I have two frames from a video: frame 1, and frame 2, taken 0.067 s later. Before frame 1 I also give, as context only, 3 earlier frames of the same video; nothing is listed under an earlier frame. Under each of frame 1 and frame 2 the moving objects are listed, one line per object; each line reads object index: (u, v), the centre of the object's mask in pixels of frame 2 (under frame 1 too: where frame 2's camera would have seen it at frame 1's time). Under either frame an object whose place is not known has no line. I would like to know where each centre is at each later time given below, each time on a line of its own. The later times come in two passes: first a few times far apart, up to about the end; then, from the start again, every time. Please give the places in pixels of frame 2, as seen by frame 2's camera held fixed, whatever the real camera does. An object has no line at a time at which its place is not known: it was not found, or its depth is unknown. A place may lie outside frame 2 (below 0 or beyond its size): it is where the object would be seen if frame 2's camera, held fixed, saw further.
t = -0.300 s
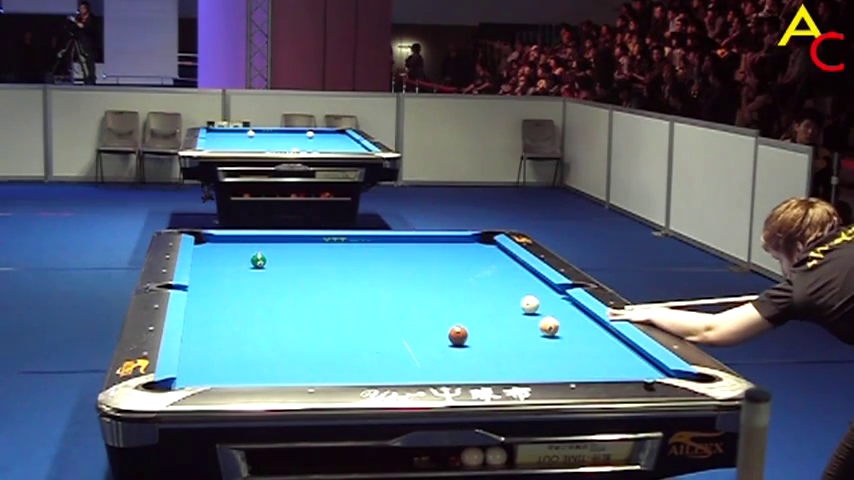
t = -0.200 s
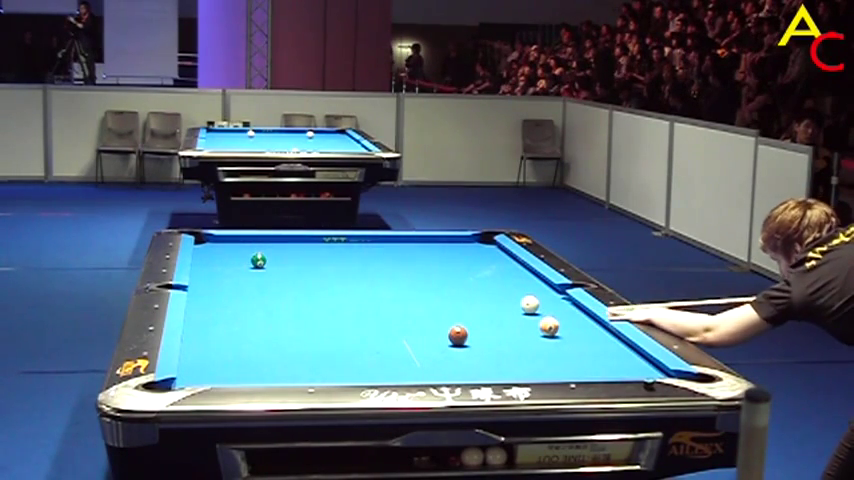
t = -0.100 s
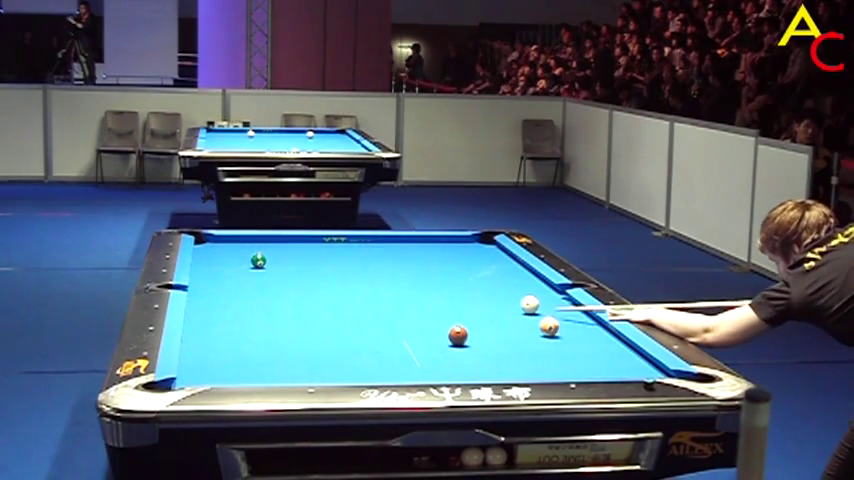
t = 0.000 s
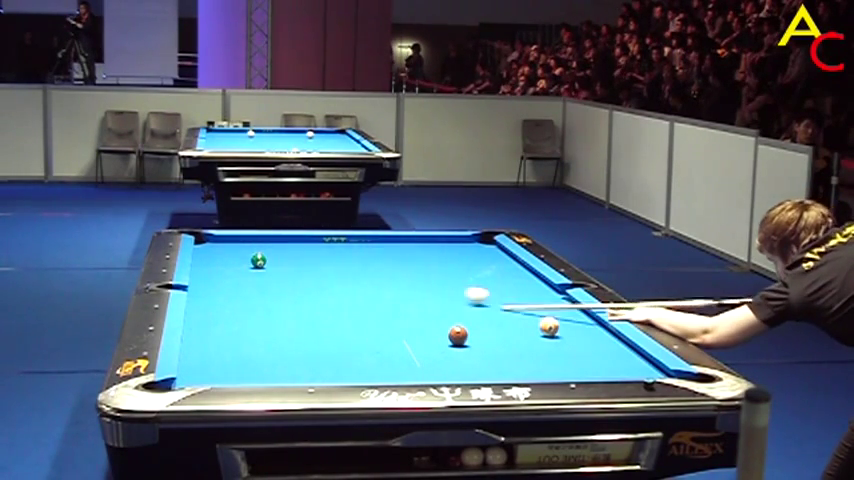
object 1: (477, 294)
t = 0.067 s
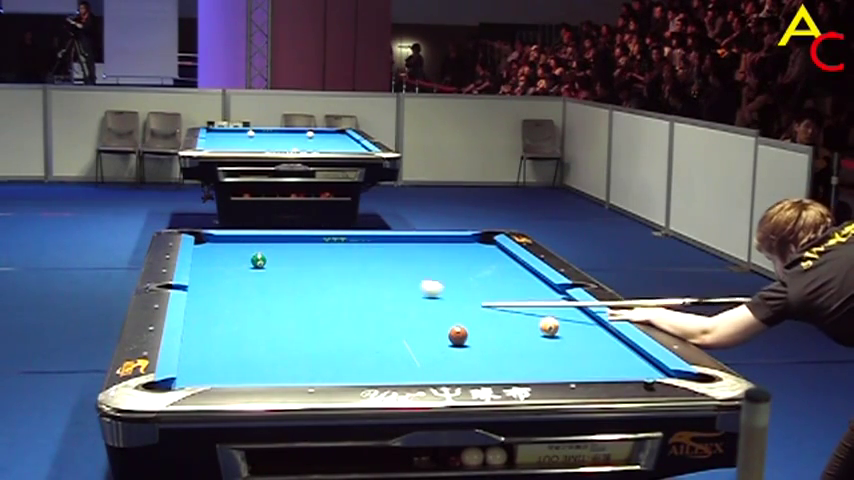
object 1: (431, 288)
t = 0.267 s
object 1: (320, 270)
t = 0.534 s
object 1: (242, 263)
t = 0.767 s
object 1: (203, 263)
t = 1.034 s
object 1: (219, 266)
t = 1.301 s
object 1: (243, 269)
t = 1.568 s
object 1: (265, 272)
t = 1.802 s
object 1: (285, 274)
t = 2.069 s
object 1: (305, 276)
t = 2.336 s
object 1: (326, 279)
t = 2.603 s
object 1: (344, 281)
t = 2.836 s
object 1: (360, 282)
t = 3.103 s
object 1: (377, 284)
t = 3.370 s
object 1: (393, 286)
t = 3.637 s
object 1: (408, 288)
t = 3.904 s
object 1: (421, 289)
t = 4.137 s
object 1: (432, 290)
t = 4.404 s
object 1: (443, 291)
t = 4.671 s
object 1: (453, 292)
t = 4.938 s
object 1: (461, 293)
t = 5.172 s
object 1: (467, 293)
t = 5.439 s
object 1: (472, 294)
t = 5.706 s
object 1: (477, 294)
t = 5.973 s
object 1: (479, 294)
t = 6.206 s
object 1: (480, 294)
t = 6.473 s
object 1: (480, 294)
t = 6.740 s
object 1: (480, 294)
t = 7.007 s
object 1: (480, 294)
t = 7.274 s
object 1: (480, 294)
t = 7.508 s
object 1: (480, 294)
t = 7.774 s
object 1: (480, 294)
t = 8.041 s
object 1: (480, 294)
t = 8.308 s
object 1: (480, 294)
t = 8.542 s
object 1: (480, 294)
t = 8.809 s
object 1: (480, 294)
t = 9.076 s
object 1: (480, 294)
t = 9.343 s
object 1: (480, 294)
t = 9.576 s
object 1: (480, 294)
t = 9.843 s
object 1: (480, 294)
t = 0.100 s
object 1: (410, 284)
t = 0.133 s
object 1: (389, 281)
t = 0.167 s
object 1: (371, 278)
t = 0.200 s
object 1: (353, 275)
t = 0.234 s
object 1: (336, 273)
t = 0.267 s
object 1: (320, 270)
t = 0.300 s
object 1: (305, 268)
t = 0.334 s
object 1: (291, 265)
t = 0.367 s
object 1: (278, 264)
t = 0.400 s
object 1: (265, 261)
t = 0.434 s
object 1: (259, 262)
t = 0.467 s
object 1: (253, 263)
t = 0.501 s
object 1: (247, 262)
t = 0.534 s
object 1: (242, 263)
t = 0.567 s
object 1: (236, 263)
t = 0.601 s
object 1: (231, 263)
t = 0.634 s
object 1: (225, 263)
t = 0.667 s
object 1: (220, 263)
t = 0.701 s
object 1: (214, 263)
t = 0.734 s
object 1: (209, 263)
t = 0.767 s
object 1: (203, 263)
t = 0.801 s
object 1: (199, 264)
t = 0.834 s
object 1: (201, 264)
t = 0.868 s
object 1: (204, 264)
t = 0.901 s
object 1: (207, 265)
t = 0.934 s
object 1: (210, 265)
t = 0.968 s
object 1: (213, 266)
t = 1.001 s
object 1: (216, 266)
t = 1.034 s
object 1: (219, 266)
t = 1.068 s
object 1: (222, 267)
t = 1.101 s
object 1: (225, 267)
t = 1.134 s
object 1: (228, 267)
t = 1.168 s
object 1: (231, 268)
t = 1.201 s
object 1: (234, 268)
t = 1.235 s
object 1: (237, 268)
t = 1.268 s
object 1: (240, 269)
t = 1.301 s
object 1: (243, 269)
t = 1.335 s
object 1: (246, 269)
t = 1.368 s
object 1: (249, 270)
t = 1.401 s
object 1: (252, 270)
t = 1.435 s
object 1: (255, 270)
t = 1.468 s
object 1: (257, 271)
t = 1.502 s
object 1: (260, 271)
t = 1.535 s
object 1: (263, 271)
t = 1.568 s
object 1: (265, 272)
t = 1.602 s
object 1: (268, 272)
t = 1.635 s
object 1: (271, 272)
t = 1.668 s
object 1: (274, 272)
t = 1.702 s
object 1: (277, 273)
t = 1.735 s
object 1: (279, 273)
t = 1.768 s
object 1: (282, 273)
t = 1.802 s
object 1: (285, 274)
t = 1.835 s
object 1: (287, 274)
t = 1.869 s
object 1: (290, 274)
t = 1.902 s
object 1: (293, 274)
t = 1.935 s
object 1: (295, 275)
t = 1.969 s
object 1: (298, 275)
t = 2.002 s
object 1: (301, 275)
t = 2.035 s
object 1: (303, 276)
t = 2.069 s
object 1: (305, 276)
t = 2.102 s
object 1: (308, 277)
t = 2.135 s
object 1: (311, 277)
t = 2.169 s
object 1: (313, 277)
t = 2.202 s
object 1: (316, 277)
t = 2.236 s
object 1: (318, 277)
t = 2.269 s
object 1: (321, 278)
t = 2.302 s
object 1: (323, 278)
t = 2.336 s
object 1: (326, 279)
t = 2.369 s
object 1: (328, 279)
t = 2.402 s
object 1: (331, 279)
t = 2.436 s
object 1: (333, 279)
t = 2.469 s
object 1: (335, 279)
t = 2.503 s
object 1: (338, 280)
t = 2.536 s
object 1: (340, 280)
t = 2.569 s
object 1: (343, 280)
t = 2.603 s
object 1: (344, 281)
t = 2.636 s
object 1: (347, 281)
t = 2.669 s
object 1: (349, 281)
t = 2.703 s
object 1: (352, 281)
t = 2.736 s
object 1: (354, 282)
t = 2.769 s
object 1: (356, 282)
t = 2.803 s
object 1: (358, 282)
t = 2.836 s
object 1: (360, 282)
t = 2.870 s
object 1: (363, 283)
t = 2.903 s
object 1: (365, 283)
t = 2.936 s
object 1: (367, 283)
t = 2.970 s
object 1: (369, 283)
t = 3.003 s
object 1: (371, 284)
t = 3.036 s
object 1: (373, 284)
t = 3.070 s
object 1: (375, 284)
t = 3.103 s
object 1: (377, 284)
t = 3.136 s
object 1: (379, 285)
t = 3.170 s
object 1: (381, 285)
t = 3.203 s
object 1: (383, 285)
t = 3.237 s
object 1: (385, 285)
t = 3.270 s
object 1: (387, 286)
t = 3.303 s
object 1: (390, 286)
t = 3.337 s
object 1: (391, 286)
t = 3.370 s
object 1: (393, 286)
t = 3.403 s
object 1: (395, 286)
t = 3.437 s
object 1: (397, 286)
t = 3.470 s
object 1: (399, 287)
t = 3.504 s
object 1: (401, 287)
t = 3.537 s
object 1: (402, 287)
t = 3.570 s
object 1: (404, 287)
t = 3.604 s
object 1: (406, 287)
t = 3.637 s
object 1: (408, 288)
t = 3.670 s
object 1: (410, 288)
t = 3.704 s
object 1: (411, 288)
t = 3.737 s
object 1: (413, 288)
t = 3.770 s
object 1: (415, 288)
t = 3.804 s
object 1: (416, 288)
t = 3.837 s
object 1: (418, 289)
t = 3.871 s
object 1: (420, 289)
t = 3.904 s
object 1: (421, 289)
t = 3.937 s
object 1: (423, 289)
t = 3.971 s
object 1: (424, 289)
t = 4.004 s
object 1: (426, 289)
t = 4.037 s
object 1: (428, 290)
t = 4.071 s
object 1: (429, 290)
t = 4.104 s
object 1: (430, 290)
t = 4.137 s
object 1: (432, 290)
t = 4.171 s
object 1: (433, 290)
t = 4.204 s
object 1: (435, 290)
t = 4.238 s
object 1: (436, 290)
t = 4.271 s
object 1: (437, 291)
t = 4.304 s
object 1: (439, 291)
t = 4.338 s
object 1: (440, 291)
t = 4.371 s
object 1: (441, 291)
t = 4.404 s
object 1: (443, 291)
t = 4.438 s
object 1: (444, 291)
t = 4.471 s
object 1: (446, 291)
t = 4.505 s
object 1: (447, 292)
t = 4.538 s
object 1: (448, 292)
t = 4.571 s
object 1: (449, 292)
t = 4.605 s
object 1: (450, 292)
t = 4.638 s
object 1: (452, 292)
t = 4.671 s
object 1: (453, 292)
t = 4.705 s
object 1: (454, 292)
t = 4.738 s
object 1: (455, 292)
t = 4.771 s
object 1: (456, 292)
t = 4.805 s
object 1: (457, 293)
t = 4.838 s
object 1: (458, 293)
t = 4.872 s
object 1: (459, 293)
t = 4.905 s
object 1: (460, 293)
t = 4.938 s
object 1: (461, 293)
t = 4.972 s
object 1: (462, 293)
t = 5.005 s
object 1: (463, 293)
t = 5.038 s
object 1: (464, 293)
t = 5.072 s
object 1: (464, 293)
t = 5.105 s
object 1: (465, 293)
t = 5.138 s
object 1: (466, 293)
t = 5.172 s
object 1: (467, 293)
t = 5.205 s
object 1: (468, 293)
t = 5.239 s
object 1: (469, 294)
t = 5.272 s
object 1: (469, 294)
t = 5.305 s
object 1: (470, 294)
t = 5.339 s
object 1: (470, 294)
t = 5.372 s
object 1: (471, 294)
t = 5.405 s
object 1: (472, 294)
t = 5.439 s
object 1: (472, 294)
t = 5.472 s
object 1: (473, 294)
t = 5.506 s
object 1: (474, 294)
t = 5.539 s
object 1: (474, 294)
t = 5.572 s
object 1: (475, 294)
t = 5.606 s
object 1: (475, 294)
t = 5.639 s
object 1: (476, 294)
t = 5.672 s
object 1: (476, 294)
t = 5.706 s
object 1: (477, 294)
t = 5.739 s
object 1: (477, 294)
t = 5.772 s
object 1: (477, 294)
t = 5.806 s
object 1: (478, 294)
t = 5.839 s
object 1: (478, 294)
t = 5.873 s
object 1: (478, 294)
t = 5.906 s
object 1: (478, 294)
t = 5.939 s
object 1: (479, 294)
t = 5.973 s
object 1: (479, 294)
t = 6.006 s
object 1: (479, 294)
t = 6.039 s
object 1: (479, 294)
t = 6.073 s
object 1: (479, 294)
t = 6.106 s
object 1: (480, 294)
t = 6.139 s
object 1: (480, 294)
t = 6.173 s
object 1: (480, 294)
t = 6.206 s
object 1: (480, 294)
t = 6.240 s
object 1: (480, 294)
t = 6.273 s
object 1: (480, 294)
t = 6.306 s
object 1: (480, 294)
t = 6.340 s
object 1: (480, 294)
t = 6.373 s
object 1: (480, 294)
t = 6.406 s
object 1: (480, 294)
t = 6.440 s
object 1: (480, 294)
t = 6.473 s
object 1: (480, 294)
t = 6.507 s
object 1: (480, 294)
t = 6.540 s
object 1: (480, 294)
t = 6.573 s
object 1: (480, 295)
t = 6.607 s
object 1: (480, 294)
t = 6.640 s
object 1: (480, 294)
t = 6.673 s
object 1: (480, 294)
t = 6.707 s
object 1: (480, 294)
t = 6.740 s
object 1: (480, 294)
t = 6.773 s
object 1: (480, 294)
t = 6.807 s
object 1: (480, 294)
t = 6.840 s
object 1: (480, 294)
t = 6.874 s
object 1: (480, 294)
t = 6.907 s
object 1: (480, 294)
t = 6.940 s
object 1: (480, 294)
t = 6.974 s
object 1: (480, 294)
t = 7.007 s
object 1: (480, 294)
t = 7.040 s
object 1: (480, 294)
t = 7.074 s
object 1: (480, 294)
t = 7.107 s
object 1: (480, 294)
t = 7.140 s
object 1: (480, 294)
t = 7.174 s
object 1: (480, 294)
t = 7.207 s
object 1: (480, 294)
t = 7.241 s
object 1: (480, 294)
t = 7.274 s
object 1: (480, 294)
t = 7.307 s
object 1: (480, 294)
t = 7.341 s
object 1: (480, 294)
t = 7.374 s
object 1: (480, 294)
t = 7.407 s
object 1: (480, 294)
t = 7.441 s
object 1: (480, 294)
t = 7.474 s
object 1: (480, 294)
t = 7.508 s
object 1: (480, 294)
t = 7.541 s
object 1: (480, 294)
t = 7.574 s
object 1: (480, 294)
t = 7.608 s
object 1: (480, 294)
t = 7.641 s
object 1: (480, 294)
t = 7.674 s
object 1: (480, 294)
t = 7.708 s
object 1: (480, 294)
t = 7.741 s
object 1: (480, 294)
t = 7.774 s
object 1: (480, 294)
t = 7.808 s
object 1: (480, 294)
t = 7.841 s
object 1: (480, 294)
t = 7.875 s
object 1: (480, 294)
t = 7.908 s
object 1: (480, 294)
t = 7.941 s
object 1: (480, 294)
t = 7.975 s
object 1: (480, 294)
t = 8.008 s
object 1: (480, 294)
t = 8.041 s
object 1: (480, 294)
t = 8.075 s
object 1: (480, 294)
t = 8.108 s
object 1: (480, 294)
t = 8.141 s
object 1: (480, 294)
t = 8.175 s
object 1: (480, 294)
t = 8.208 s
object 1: (480, 294)
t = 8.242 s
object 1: (480, 294)
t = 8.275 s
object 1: (480, 294)
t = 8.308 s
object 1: (480, 294)
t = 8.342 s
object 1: (480, 294)
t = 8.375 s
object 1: (480, 295)
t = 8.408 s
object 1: (480, 294)
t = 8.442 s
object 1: (480, 294)
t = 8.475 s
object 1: (480, 294)
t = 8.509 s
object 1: (480, 294)
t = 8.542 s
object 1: (480, 294)
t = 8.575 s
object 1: (480, 294)
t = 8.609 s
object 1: (480, 294)
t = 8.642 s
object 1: (480, 294)
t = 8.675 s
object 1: (480, 294)
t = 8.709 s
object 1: (480, 294)
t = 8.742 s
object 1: (480, 294)
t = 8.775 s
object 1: (480, 294)
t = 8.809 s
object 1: (480, 294)
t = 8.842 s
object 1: (480, 294)
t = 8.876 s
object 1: (480, 294)
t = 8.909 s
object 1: (480, 294)
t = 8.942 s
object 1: (480, 294)
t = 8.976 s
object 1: (480, 294)
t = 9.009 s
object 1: (480, 294)
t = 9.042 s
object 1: (480, 294)
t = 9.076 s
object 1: (480, 294)
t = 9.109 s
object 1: (480, 294)
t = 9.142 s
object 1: (480, 294)
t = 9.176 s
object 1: (480, 294)
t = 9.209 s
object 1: (480, 294)
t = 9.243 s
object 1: (480, 294)
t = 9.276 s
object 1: (480, 294)
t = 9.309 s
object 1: (480, 294)
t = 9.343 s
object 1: (480, 294)
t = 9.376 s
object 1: (480, 294)
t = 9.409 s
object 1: (480, 294)
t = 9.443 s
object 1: (480, 294)
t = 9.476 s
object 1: (480, 294)
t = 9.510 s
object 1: (480, 294)
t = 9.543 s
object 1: (480, 294)
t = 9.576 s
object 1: (480, 294)
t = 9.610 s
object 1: (480, 294)
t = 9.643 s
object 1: (480, 294)
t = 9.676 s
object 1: (480, 294)
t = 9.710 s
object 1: (480, 294)
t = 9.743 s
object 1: (480, 295)
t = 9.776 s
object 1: (480, 294)
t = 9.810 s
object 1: (480, 294)
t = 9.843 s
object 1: (480, 294)
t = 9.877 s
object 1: (480, 294)
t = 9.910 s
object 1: (480, 294)
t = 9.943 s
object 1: (480, 294)
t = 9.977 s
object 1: (480, 294)
